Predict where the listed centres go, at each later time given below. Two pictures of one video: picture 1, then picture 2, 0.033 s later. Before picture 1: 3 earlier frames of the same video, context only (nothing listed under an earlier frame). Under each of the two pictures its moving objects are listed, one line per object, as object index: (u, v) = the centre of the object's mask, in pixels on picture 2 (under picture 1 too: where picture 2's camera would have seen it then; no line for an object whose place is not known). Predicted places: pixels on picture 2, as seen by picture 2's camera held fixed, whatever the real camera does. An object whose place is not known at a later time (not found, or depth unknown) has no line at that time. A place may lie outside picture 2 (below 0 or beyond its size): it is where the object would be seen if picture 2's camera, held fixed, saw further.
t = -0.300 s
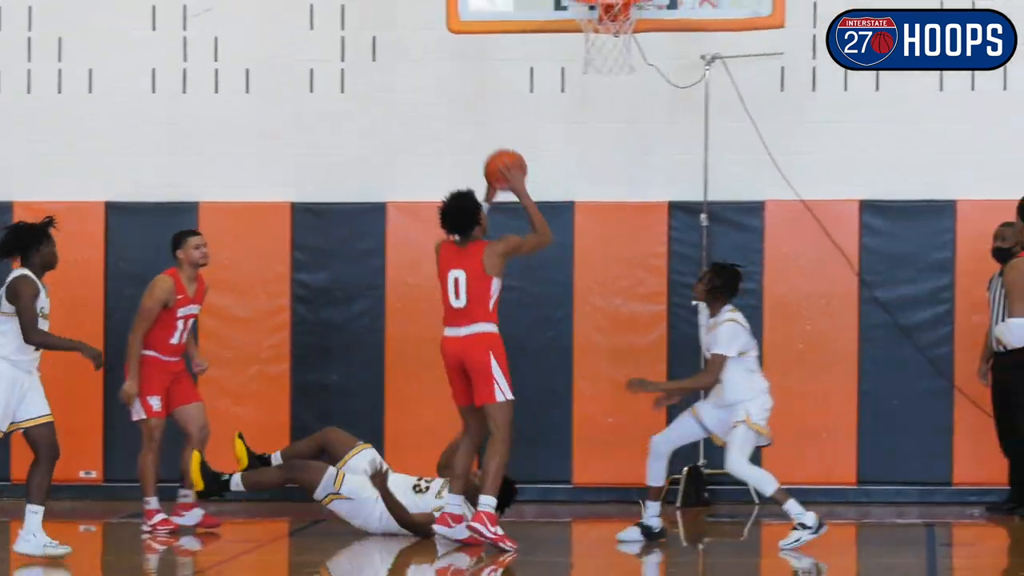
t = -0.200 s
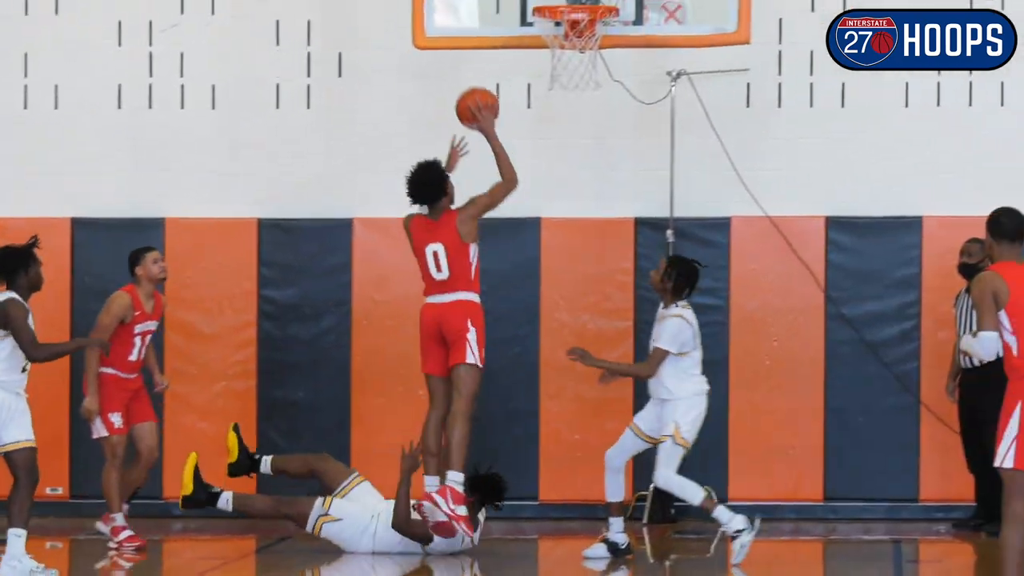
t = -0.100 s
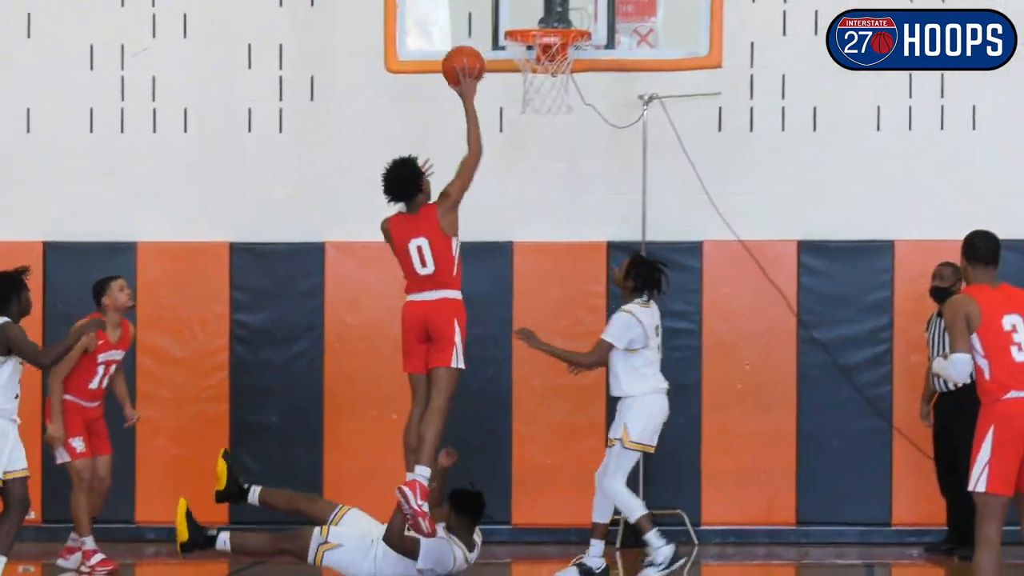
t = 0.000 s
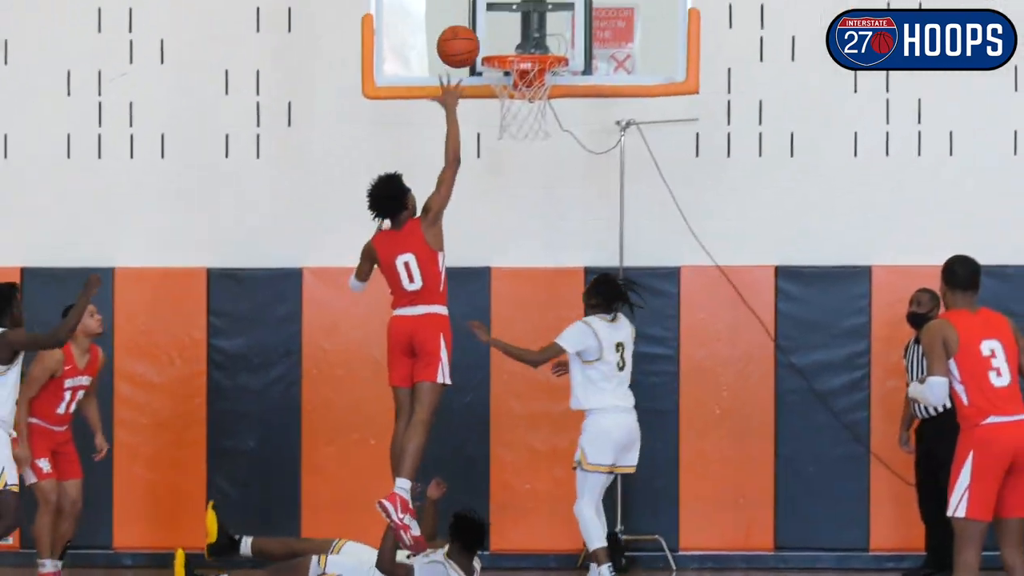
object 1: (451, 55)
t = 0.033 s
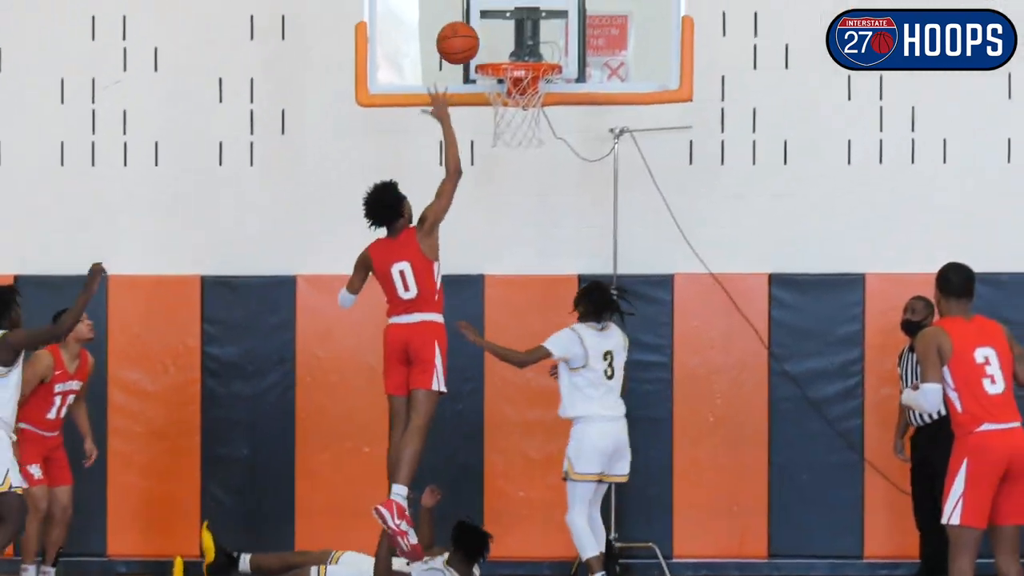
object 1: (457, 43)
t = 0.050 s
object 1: (460, 38)
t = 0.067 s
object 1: (463, 33)
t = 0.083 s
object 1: (466, 30)
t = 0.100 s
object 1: (469, 26)
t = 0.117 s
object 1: (472, 23)
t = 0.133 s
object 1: (475, 21)
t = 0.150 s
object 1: (478, 18)
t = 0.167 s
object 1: (481, 17)
